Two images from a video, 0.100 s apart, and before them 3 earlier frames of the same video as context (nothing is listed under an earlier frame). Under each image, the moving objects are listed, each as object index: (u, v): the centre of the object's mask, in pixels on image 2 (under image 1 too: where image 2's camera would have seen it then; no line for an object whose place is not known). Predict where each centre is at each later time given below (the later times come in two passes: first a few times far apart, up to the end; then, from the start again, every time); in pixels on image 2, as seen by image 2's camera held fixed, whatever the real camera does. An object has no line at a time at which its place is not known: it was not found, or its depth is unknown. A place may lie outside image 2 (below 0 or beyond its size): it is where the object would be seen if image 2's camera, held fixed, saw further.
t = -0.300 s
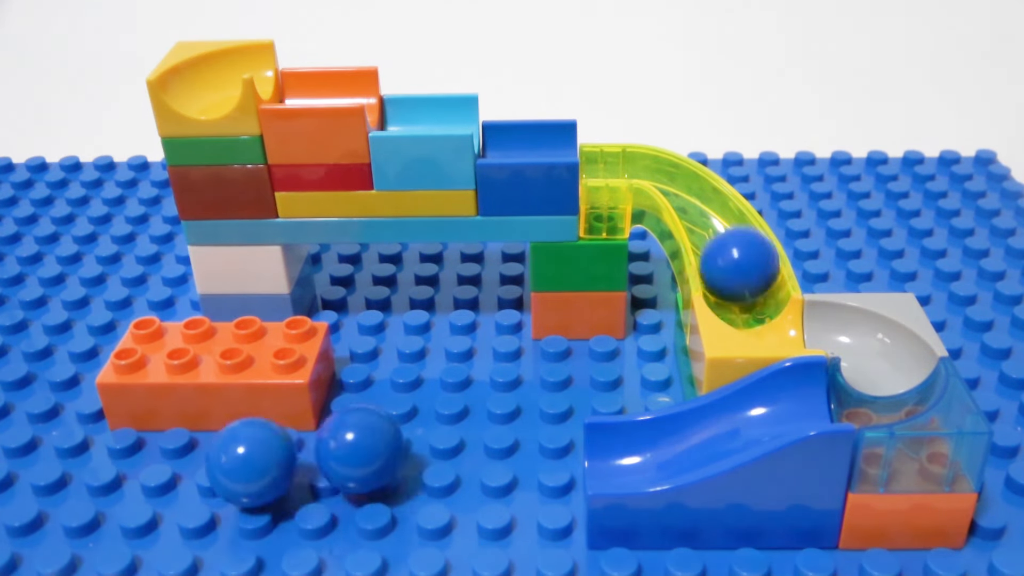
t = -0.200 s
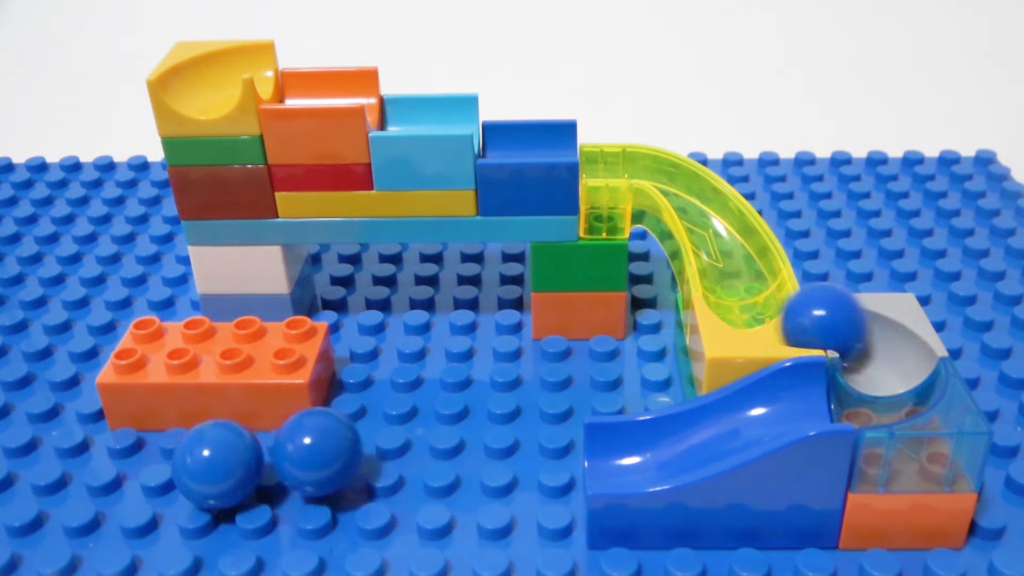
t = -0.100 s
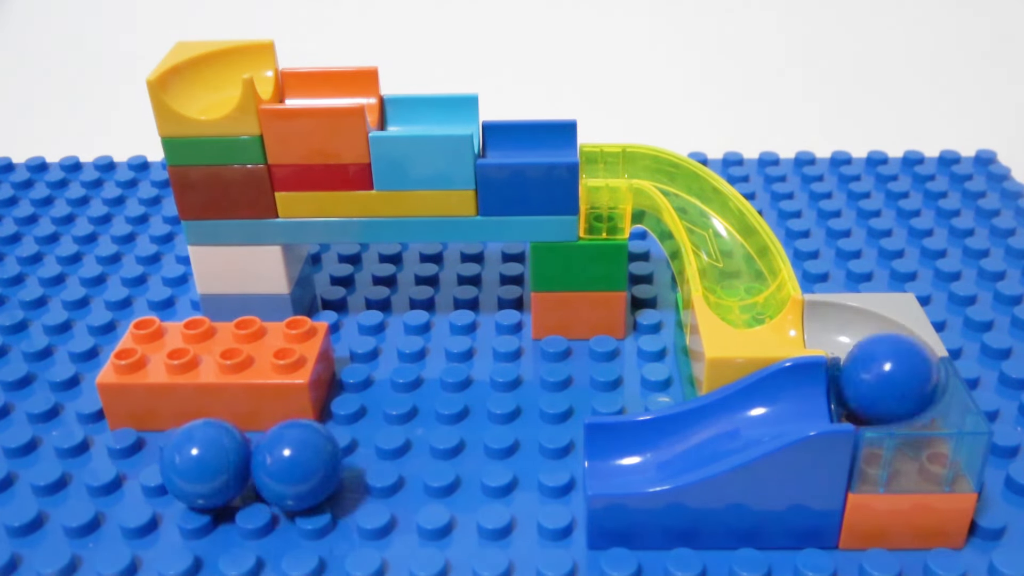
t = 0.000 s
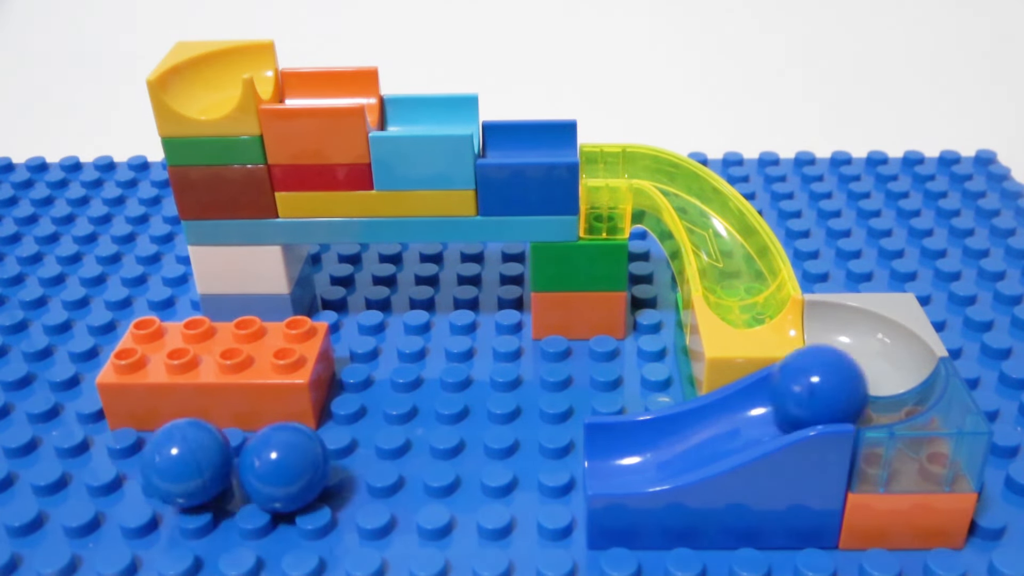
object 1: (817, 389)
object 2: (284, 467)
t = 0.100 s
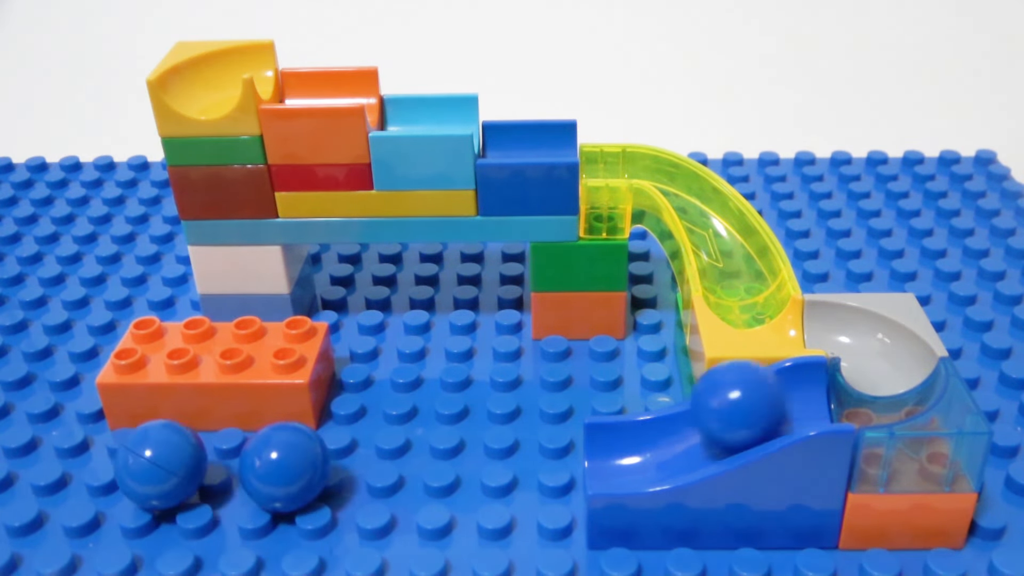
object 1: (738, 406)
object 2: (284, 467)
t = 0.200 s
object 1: (583, 454)
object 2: (284, 467)
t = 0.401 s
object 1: (377, 463)
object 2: (272, 464)
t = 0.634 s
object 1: (357, 421)
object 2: (285, 467)
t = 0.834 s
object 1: (359, 426)
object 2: (283, 467)
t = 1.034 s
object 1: (359, 426)
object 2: (283, 468)
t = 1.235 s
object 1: (360, 426)
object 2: (283, 468)
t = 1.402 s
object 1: (360, 426)
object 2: (283, 468)
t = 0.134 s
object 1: (700, 422)
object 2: (284, 467)
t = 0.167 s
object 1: (650, 442)
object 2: (284, 467)
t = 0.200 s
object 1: (583, 454)
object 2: (284, 467)
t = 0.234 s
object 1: (521, 465)
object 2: (284, 467)
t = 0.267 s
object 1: (470, 470)
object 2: (284, 467)
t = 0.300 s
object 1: (432, 467)
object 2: (284, 467)
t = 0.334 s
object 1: (396, 465)
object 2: (284, 467)
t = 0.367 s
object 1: (374, 454)
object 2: (282, 466)
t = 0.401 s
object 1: (377, 463)
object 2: (272, 464)
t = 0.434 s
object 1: (361, 443)
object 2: (271, 464)
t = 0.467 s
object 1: (357, 436)
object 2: (267, 464)
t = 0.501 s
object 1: (349, 429)
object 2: (267, 463)
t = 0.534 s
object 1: (351, 420)
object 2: (271, 464)
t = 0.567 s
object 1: (358, 417)
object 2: (281, 466)
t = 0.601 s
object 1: (357, 417)
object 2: (288, 466)
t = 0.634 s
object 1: (357, 421)
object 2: (285, 467)
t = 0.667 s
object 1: (357, 424)
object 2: (283, 467)
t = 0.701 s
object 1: (358, 426)
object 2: (283, 468)
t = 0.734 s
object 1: (359, 426)
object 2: (283, 468)
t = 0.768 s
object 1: (359, 426)
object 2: (283, 468)
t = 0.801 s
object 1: (359, 426)
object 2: (283, 468)
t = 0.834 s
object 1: (359, 426)
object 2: (283, 467)
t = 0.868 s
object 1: (359, 426)
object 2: (283, 467)
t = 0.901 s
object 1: (359, 426)
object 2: (283, 467)
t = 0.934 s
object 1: (359, 426)
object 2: (283, 467)
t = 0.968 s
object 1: (359, 426)
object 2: (283, 467)
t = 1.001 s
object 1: (359, 426)
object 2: (283, 467)
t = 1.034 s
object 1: (359, 426)
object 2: (283, 468)
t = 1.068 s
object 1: (359, 426)
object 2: (283, 468)
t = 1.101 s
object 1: (359, 426)
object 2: (283, 468)
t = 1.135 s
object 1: (359, 426)
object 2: (283, 468)
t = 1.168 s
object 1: (360, 426)
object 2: (283, 468)
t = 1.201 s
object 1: (360, 426)
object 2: (283, 468)
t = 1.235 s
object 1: (360, 426)
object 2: (283, 468)
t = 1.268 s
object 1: (360, 426)
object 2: (283, 468)
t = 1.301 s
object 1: (360, 426)
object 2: (283, 468)
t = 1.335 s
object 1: (360, 426)
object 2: (283, 468)
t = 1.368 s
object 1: (360, 426)
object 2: (283, 468)
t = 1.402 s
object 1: (360, 426)
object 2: (283, 468)
